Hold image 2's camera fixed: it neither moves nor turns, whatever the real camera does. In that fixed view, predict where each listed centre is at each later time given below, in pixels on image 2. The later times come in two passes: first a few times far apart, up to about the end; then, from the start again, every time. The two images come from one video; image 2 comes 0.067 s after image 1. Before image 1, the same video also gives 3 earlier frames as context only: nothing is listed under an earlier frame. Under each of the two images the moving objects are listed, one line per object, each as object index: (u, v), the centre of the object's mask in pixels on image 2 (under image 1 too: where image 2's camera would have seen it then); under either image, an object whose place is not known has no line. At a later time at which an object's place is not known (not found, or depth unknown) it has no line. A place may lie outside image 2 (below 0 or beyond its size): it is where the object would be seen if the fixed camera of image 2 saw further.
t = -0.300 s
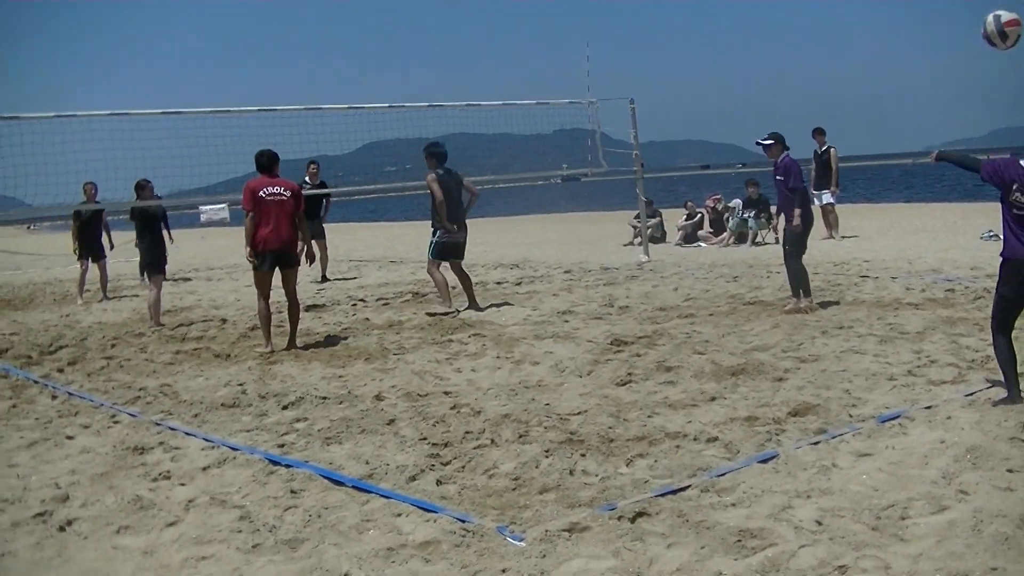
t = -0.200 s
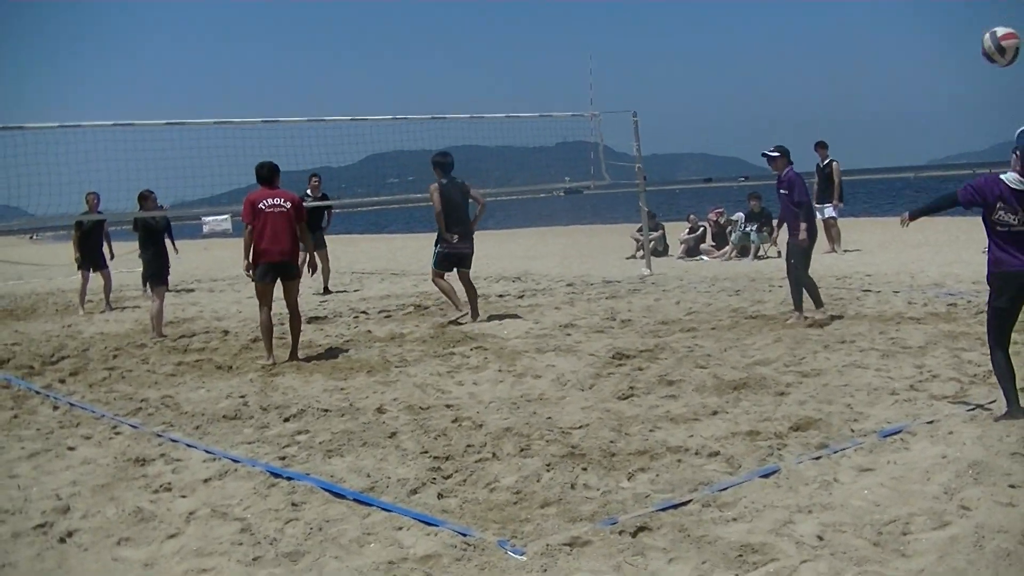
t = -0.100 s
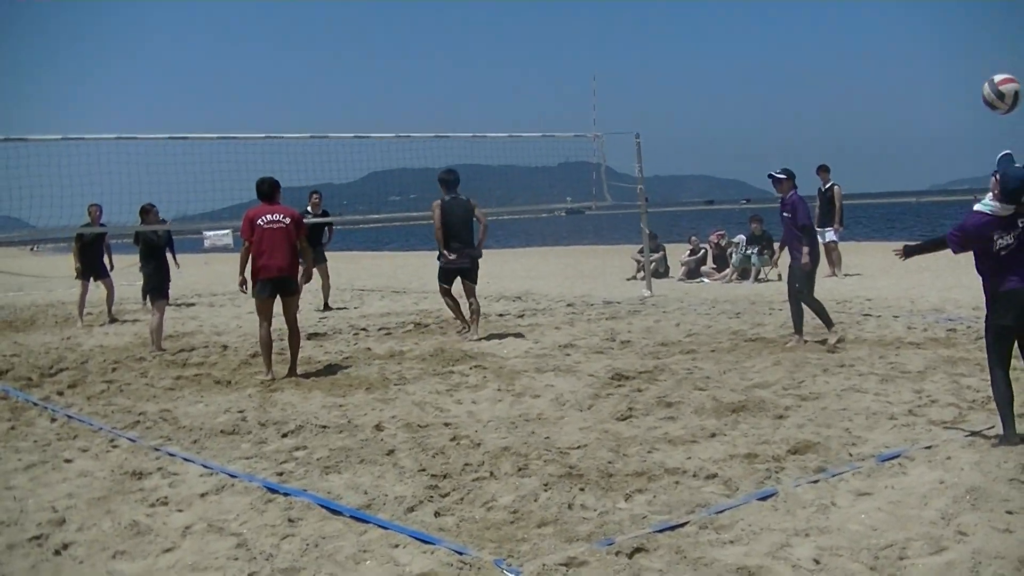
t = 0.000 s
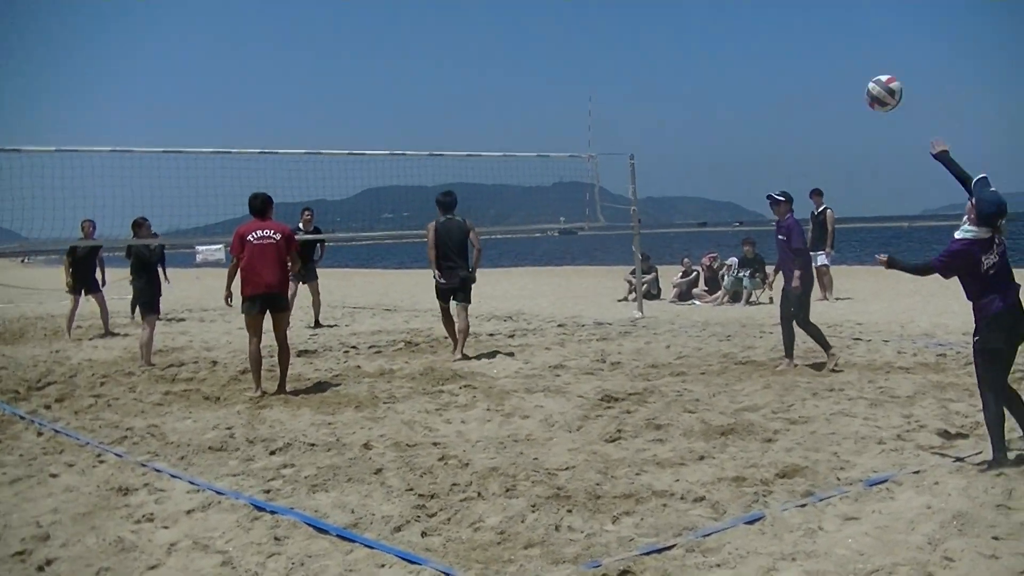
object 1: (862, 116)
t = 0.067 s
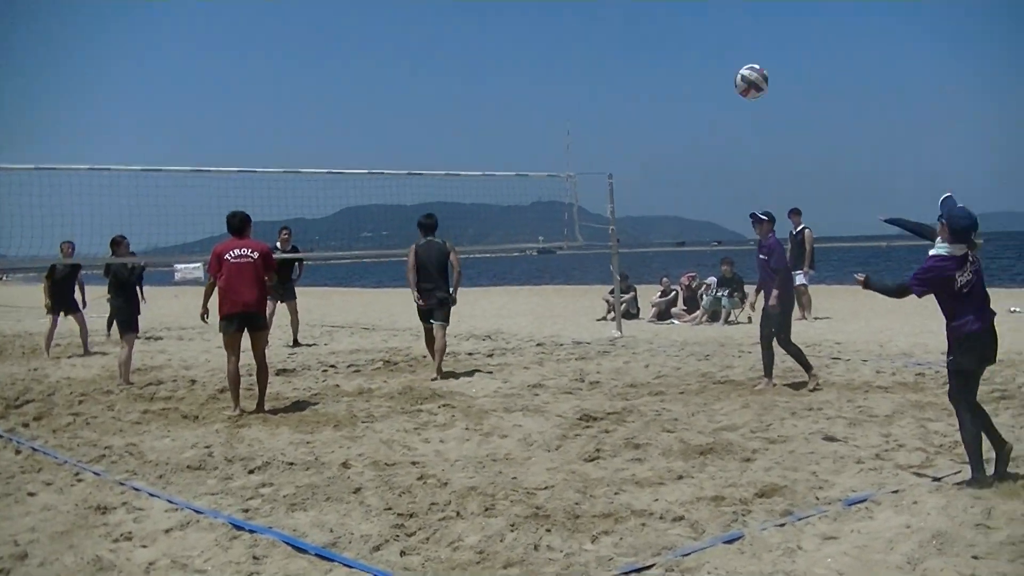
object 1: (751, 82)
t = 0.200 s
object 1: (568, 49)
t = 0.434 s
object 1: (349, 64)
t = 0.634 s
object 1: (228, 113)
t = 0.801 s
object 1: (160, 169)
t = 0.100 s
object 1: (701, 69)
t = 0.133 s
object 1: (654, 60)
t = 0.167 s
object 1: (609, 53)
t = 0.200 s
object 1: (568, 49)
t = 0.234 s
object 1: (530, 47)
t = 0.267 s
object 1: (494, 47)
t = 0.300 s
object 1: (460, 49)
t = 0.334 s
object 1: (429, 51)
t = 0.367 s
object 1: (400, 54)
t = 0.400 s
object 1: (373, 58)
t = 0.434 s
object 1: (349, 64)
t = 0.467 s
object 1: (326, 70)
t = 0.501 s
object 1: (304, 77)
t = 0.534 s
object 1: (282, 85)
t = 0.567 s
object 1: (262, 94)
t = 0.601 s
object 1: (244, 103)
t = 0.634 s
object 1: (228, 113)
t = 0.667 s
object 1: (213, 123)
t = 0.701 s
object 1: (199, 133)
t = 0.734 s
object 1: (186, 145)
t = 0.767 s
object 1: (173, 157)
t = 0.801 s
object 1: (160, 169)
